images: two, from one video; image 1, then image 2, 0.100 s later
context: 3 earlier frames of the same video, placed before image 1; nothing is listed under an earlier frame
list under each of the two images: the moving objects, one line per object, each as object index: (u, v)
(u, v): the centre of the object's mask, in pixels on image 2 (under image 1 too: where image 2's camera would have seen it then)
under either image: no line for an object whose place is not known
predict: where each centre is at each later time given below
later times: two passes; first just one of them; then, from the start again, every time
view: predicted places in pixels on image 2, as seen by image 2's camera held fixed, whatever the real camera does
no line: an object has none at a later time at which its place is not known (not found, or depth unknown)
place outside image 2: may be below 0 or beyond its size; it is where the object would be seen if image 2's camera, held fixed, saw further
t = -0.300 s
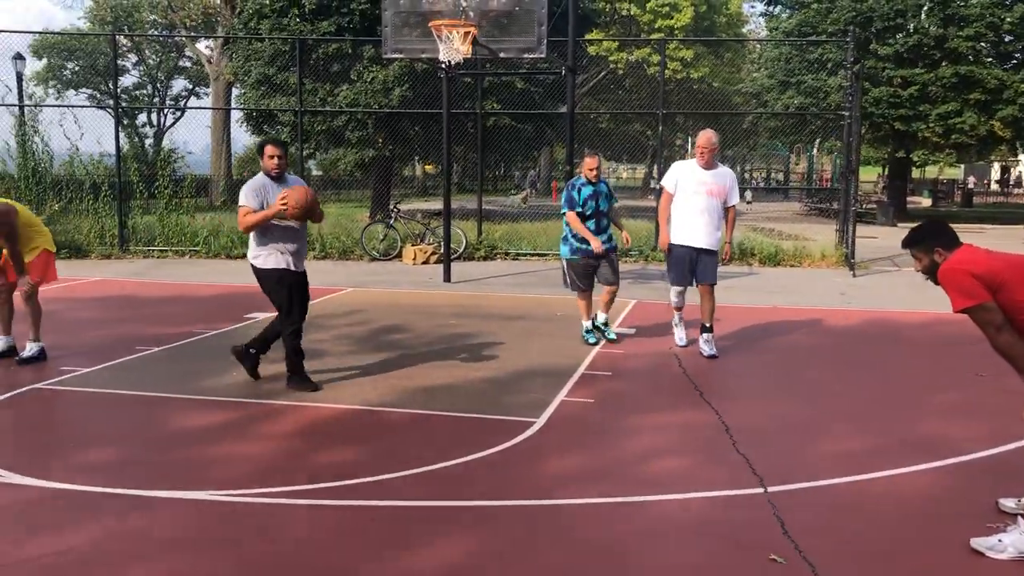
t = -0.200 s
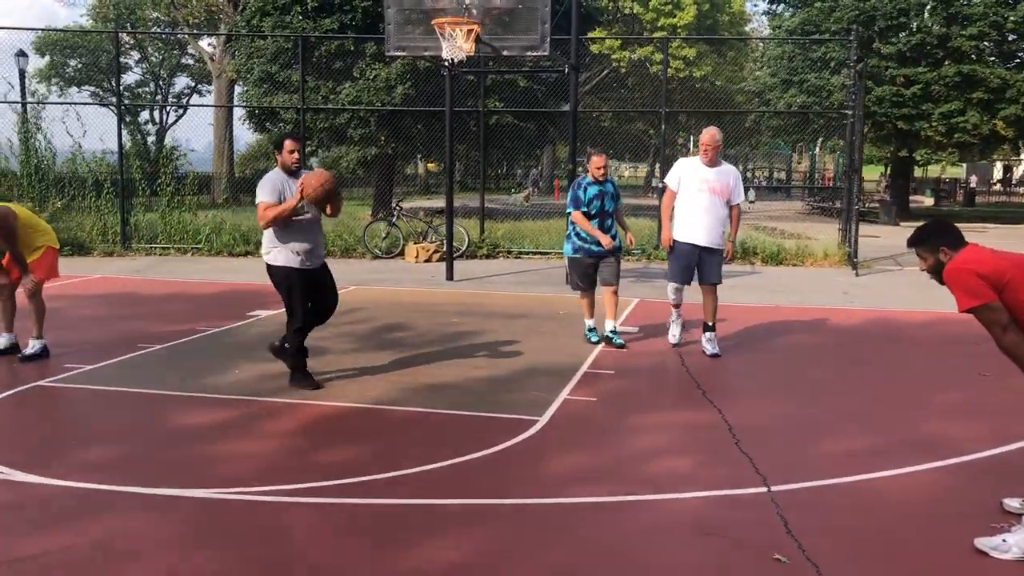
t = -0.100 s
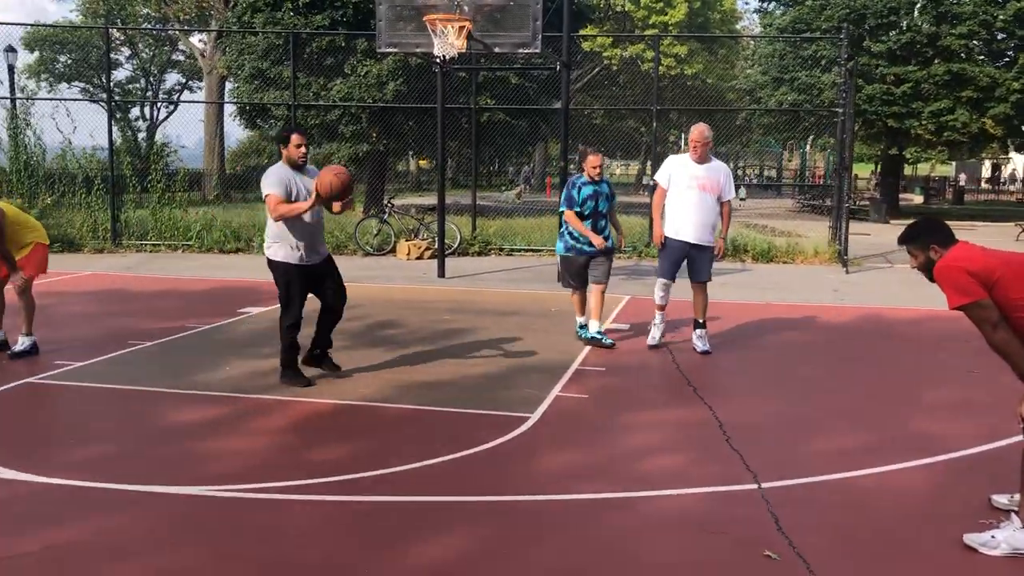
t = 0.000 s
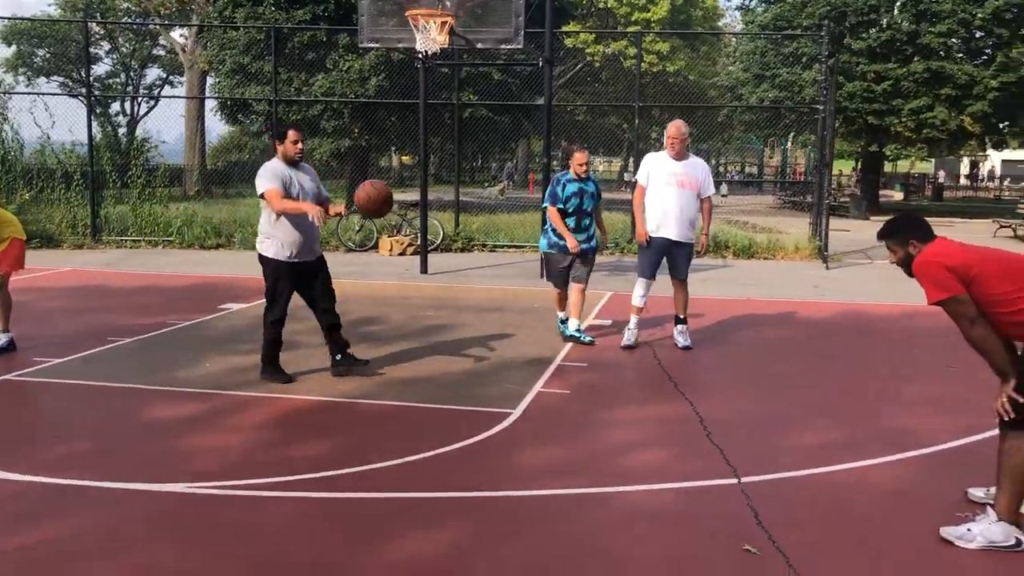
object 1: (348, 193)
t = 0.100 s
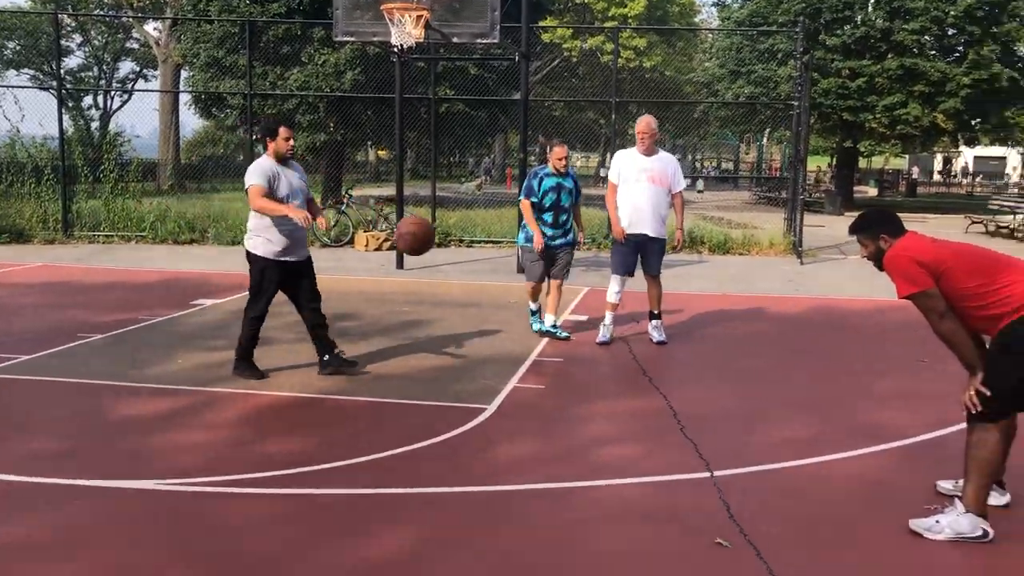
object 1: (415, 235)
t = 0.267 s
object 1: (538, 351)
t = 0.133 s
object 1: (438, 253)
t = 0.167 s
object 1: (461, 274)
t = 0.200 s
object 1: (486, 297)
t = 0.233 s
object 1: (511, 322)
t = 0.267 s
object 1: (538, 351)
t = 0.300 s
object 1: (566, 385)
